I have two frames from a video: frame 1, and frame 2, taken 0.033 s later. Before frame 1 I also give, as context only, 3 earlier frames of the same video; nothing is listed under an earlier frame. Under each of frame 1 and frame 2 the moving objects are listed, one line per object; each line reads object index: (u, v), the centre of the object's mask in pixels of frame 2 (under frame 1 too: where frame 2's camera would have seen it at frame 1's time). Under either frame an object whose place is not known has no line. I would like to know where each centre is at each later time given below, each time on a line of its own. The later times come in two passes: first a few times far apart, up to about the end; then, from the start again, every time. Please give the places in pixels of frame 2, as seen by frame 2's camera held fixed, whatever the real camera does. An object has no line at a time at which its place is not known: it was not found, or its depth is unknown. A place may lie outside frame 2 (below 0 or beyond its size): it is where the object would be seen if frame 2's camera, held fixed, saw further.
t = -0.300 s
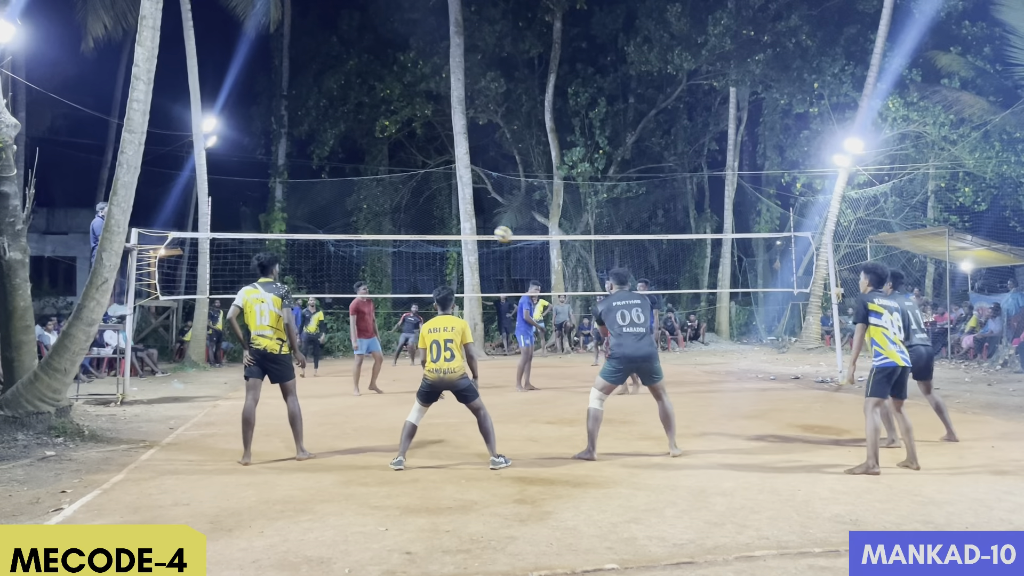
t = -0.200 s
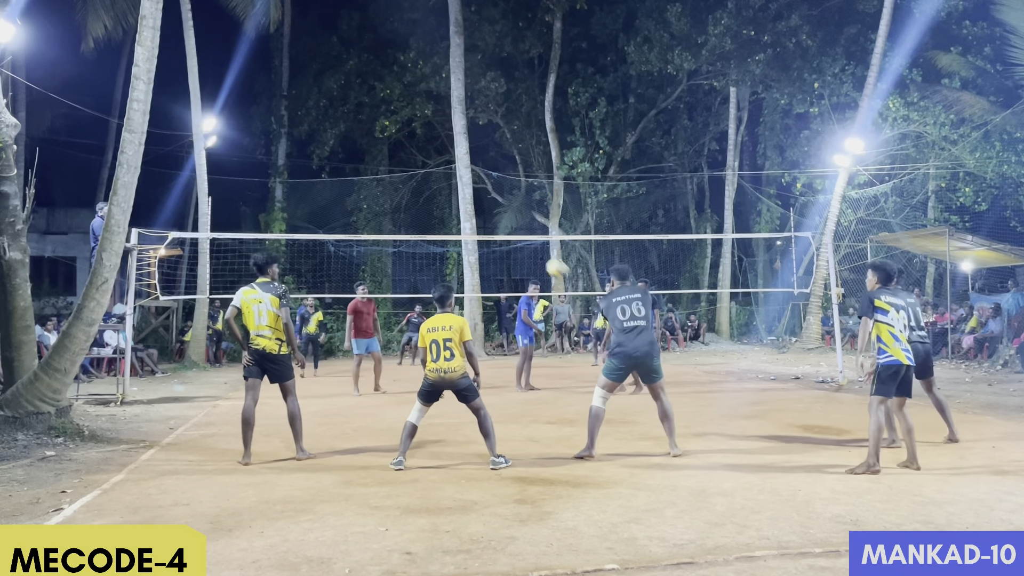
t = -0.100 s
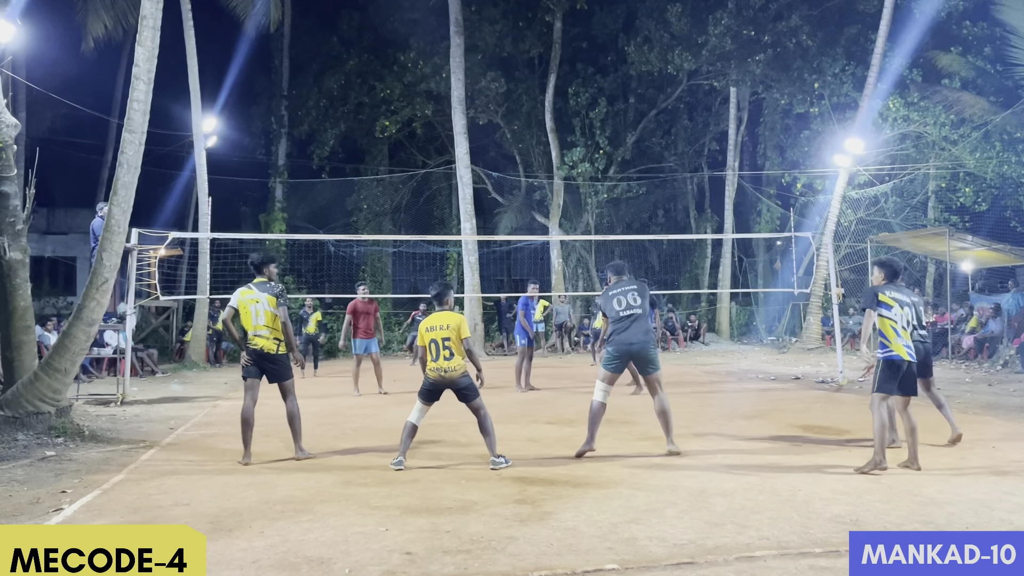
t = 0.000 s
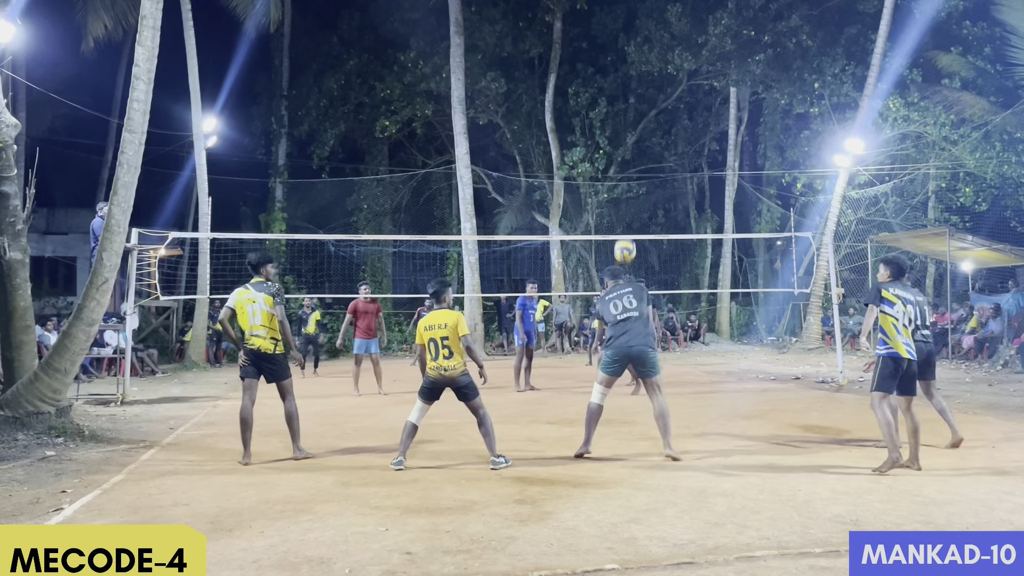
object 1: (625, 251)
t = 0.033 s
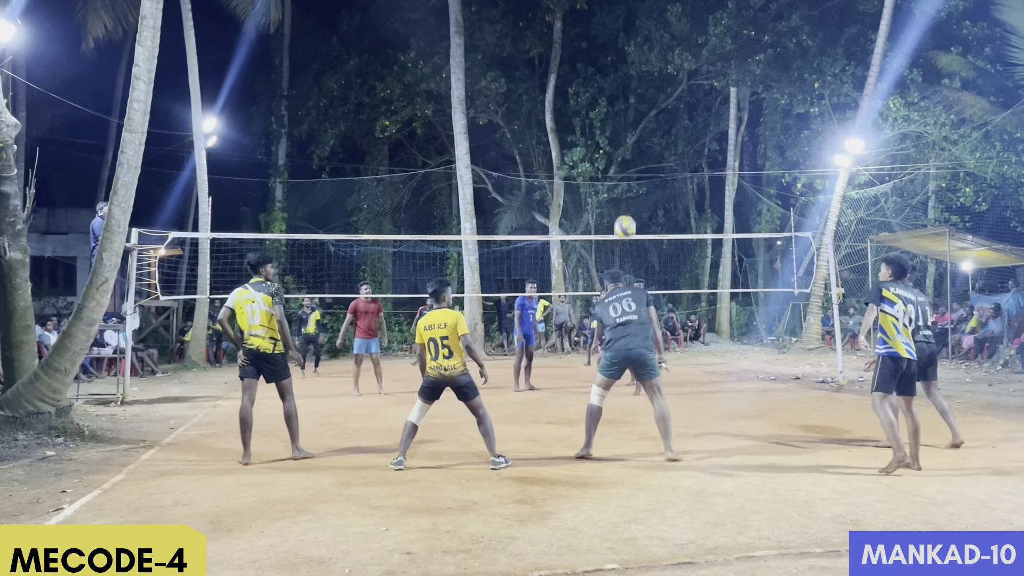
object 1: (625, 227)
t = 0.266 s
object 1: (625, 119)
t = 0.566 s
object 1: (630, 66)
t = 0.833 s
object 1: (635, 84)
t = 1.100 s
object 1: (640, 152)
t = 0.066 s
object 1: (625, 208)
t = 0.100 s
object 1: (625, 190)
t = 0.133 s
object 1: (624, 174)
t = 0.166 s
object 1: (625, 157)
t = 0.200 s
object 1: (625, 143)
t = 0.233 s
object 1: (626, 131)
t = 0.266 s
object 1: (625, 119)
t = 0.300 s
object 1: (626, 109)
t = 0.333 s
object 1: (626, 99)
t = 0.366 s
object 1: (627, 91)
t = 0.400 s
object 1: (627, 85)
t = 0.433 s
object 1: (628, 79)
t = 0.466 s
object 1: (628, 74)
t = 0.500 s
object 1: (629, 70)
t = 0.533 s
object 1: (629, 68)
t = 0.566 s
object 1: (630, 66)
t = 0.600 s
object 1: (630, 65)
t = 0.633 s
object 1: (631, 65)
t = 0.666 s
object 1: (632, 66)
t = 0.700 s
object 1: (632, 68)
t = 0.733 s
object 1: (633, 70)
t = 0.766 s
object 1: (634, 74)
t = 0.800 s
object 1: (634, 79)
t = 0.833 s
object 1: (635, 84)
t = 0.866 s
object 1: (635, 90)
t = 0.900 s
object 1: (636, 96)
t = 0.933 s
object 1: (637, 104)
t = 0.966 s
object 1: (637, 113)
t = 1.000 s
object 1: (638, 121)
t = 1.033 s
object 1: (639, 131)
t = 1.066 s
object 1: (639, 141)
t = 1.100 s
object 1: (640, 152)
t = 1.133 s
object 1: (641, 163)
